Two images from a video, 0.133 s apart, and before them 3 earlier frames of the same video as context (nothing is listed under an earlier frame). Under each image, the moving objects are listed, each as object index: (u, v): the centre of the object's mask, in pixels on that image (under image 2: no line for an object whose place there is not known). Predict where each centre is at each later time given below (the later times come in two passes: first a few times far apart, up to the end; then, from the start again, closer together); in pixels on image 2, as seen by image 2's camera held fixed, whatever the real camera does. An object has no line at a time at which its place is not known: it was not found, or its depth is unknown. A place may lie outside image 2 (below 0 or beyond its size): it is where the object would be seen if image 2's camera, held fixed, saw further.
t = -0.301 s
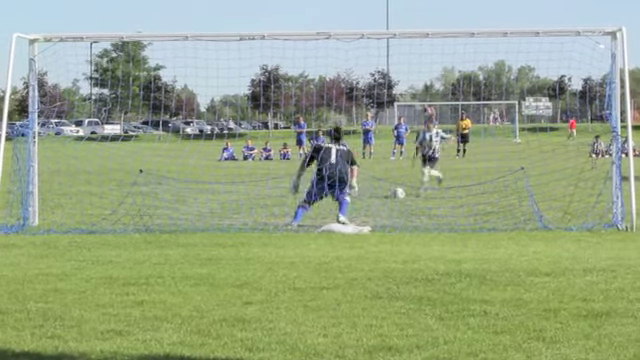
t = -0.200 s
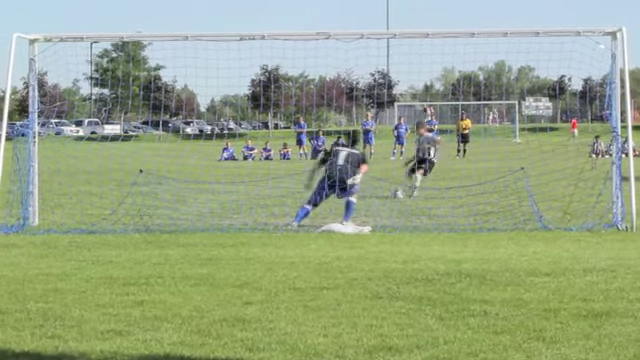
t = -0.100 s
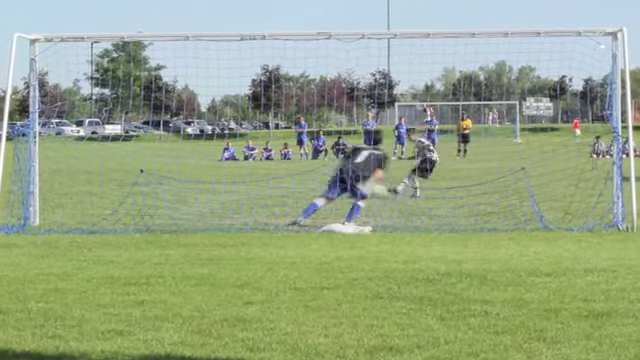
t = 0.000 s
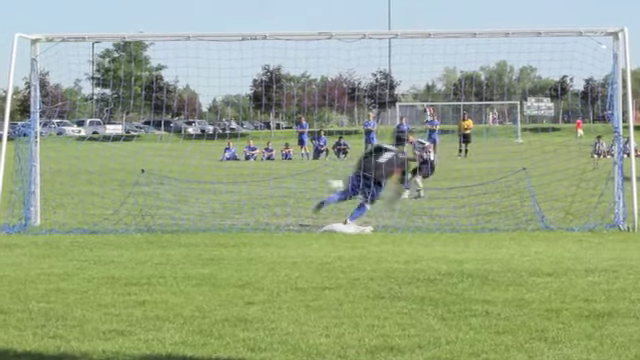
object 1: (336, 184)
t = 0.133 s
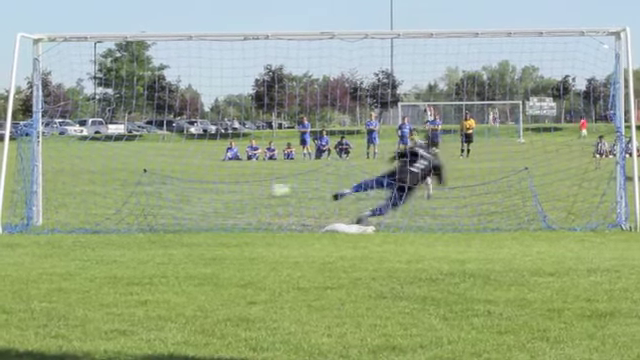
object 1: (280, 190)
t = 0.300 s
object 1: (201, 215)
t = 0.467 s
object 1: (133, 206)
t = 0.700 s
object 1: (85, 194)
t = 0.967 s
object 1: (78, 225)
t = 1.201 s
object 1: (84, 221)
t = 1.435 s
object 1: (87, 226)
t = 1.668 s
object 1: (86, 227)
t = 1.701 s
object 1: (86, 227)
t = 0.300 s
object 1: (201, 215)
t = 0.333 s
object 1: (190, 212)
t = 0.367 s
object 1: (176, 209)
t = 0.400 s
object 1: (163, 206)
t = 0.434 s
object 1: (147, 206)
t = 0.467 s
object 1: (133, 206)
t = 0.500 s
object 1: (118, 207)
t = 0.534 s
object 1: (103, 208)
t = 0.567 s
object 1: (92, 204)
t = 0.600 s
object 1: (85, 198)
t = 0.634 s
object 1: (85, 196)
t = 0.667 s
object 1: (85, 194)
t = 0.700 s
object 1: (85, 194)
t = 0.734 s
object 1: (84, 195)
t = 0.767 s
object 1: (83, 197)
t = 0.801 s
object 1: (83, 199)
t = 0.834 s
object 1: (81, 202)
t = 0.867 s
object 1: (80, 207)
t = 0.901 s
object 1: (79, 213)
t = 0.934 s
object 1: (78, 218)
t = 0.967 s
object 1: (78, 225)
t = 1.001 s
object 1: (79, 227)
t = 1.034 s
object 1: (79, 224)
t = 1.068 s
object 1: (80, 222)
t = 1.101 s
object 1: (81, 220)
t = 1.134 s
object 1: (82, 220)
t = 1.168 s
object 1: (83, 220)
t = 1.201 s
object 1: (84, 221)
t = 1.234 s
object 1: (85, 223)
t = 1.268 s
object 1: (86, 225)
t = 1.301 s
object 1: (86, 227)
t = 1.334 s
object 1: (87, 227)
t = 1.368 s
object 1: (87, 227)
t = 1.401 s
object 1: (86, 227)
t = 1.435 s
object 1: (87, 226)
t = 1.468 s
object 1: (87, 227)
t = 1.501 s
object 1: (87, 227)
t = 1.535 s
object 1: (87, 227)
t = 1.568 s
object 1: (86, 227)
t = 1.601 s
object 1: (86, 227)
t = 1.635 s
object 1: (86, 227)
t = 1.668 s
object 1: (86, 227)
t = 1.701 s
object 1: (86, 227)
